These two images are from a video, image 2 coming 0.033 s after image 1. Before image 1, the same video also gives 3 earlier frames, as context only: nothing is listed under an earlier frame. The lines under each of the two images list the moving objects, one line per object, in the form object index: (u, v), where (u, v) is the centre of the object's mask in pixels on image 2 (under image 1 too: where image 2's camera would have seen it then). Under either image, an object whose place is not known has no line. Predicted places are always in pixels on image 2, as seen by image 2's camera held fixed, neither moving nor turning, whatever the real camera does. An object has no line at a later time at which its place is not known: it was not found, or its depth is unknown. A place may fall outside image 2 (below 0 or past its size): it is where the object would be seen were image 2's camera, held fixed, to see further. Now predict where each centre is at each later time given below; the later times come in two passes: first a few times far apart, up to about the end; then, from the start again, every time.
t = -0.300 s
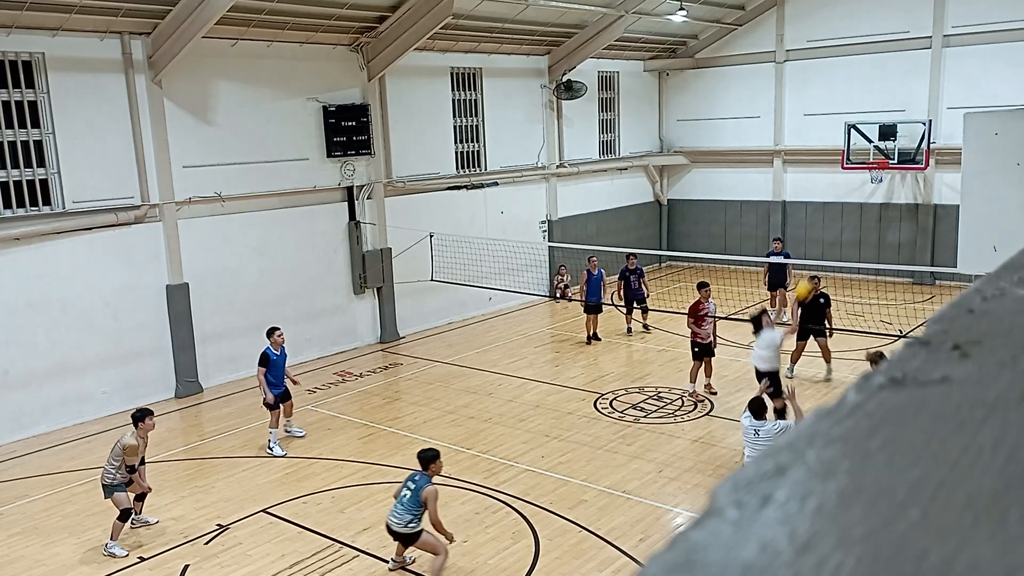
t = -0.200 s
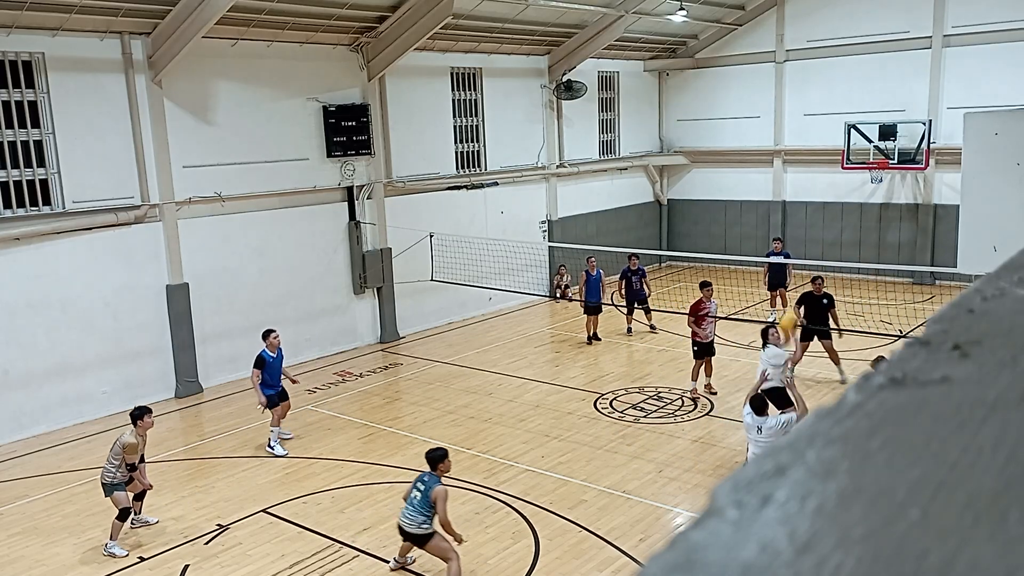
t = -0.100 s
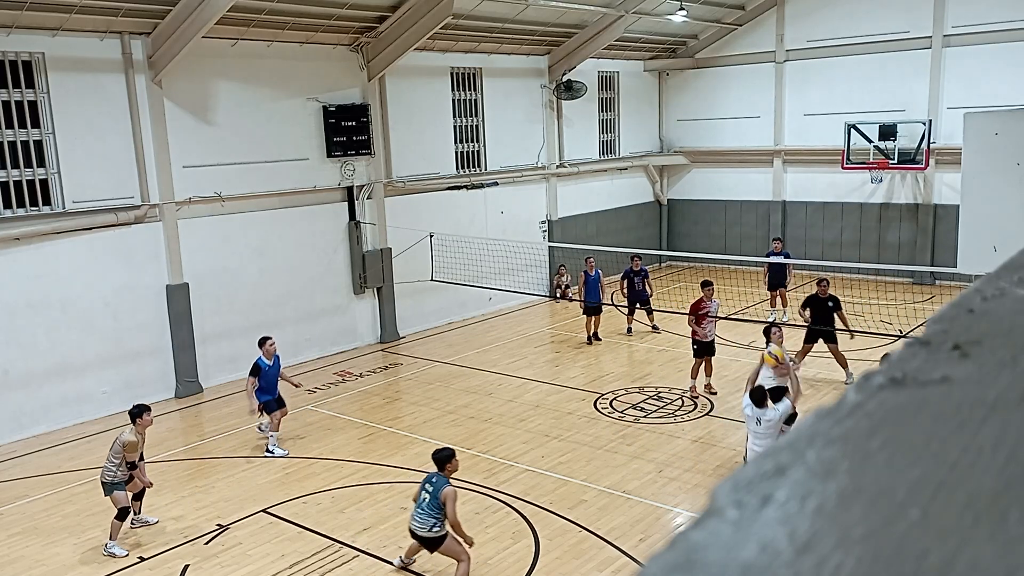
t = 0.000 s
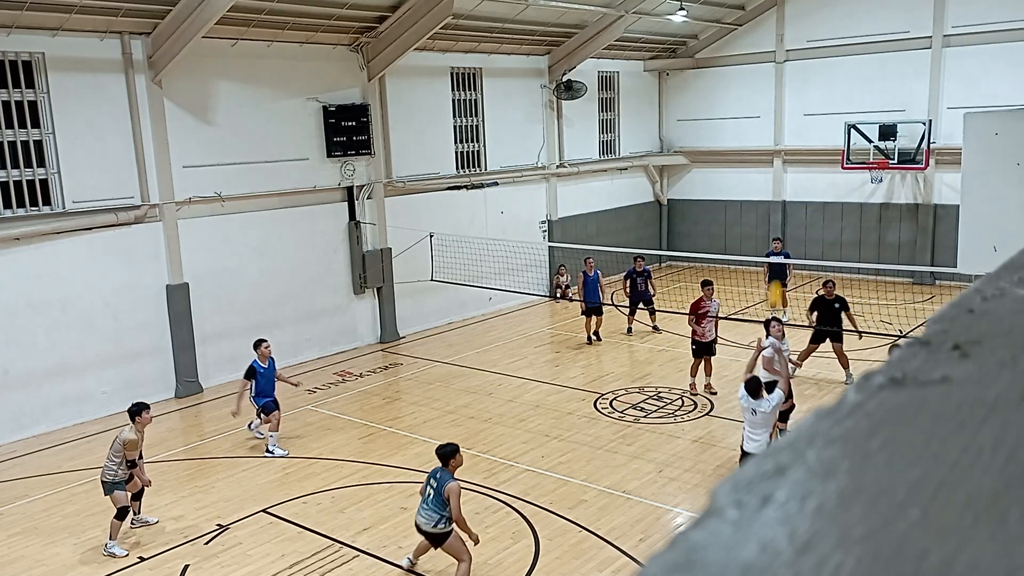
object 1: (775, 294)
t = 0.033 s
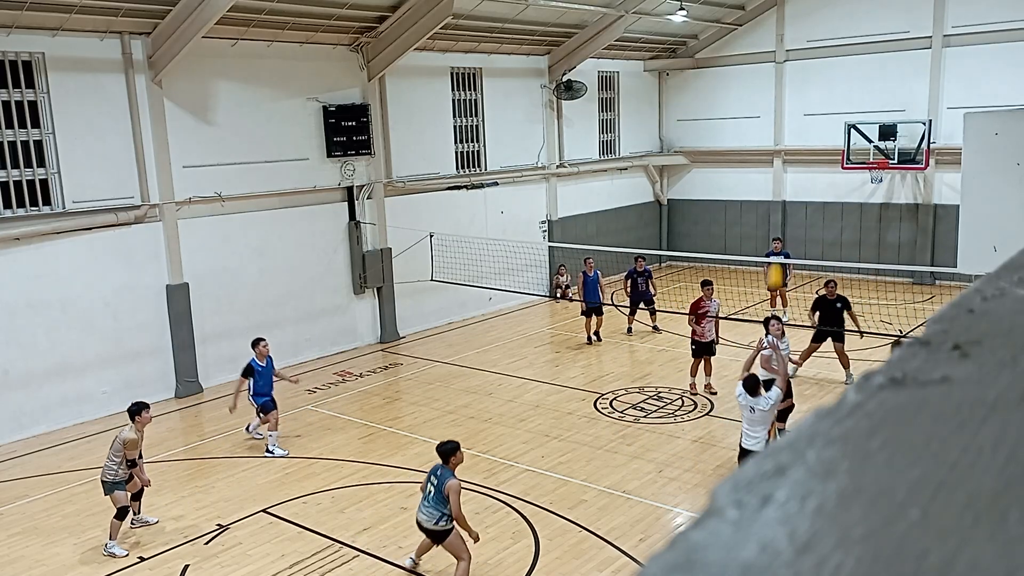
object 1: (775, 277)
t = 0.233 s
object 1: (778, 182)
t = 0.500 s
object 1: (782, 114)
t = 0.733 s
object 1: (785, 109)
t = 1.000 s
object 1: (788, 164)
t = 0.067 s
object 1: (775, 260)
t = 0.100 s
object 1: (775, 241)
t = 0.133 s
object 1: (775, 225)
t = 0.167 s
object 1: (777, 211)
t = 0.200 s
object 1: (777, 198)
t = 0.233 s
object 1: (778, 182)
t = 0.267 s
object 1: (778, 167)
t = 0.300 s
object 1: (780, 158)
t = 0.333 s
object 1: (780, 149)
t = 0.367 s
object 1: (780, 138)
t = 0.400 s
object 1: (781, 130)
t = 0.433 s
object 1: (781, 124)
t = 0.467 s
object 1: (782, 118)
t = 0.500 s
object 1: (782, 114)
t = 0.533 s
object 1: (783, 110)
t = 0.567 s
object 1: (783, 107)
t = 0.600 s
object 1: (784, 105)
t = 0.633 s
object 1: (784, 105)
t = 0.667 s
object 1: (785, 105)
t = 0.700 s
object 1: (785, 106)
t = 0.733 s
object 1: (785, 109)
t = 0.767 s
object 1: (786, 112)
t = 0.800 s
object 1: (786, 116)
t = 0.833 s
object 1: (786, 122)
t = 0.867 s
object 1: (787, 128)
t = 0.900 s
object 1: (787, 136)
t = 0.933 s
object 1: (787, 145)
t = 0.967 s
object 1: (788, 155)
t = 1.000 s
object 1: (788, 164)
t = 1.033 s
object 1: (788, 175)
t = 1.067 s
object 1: (788, 188)
